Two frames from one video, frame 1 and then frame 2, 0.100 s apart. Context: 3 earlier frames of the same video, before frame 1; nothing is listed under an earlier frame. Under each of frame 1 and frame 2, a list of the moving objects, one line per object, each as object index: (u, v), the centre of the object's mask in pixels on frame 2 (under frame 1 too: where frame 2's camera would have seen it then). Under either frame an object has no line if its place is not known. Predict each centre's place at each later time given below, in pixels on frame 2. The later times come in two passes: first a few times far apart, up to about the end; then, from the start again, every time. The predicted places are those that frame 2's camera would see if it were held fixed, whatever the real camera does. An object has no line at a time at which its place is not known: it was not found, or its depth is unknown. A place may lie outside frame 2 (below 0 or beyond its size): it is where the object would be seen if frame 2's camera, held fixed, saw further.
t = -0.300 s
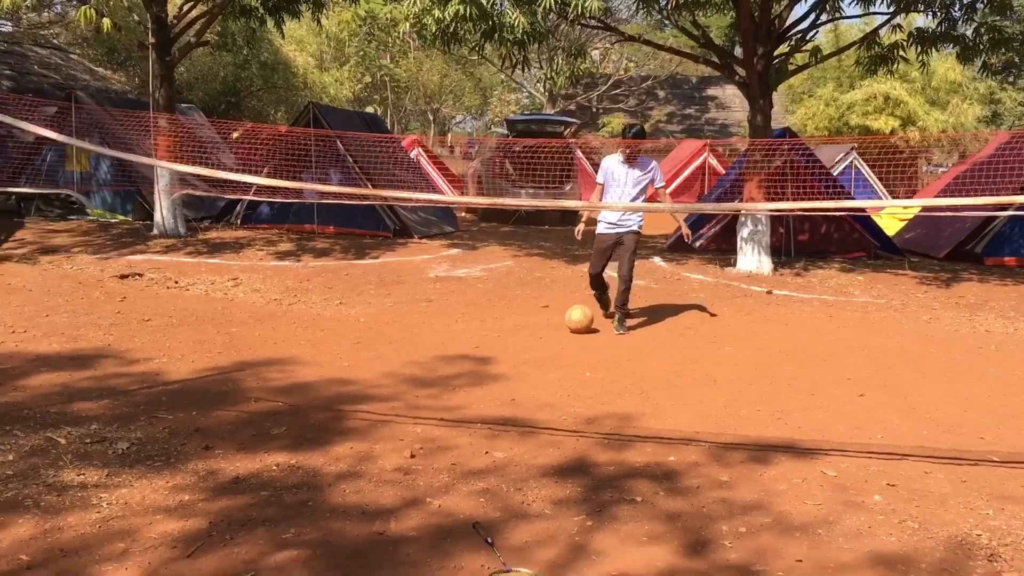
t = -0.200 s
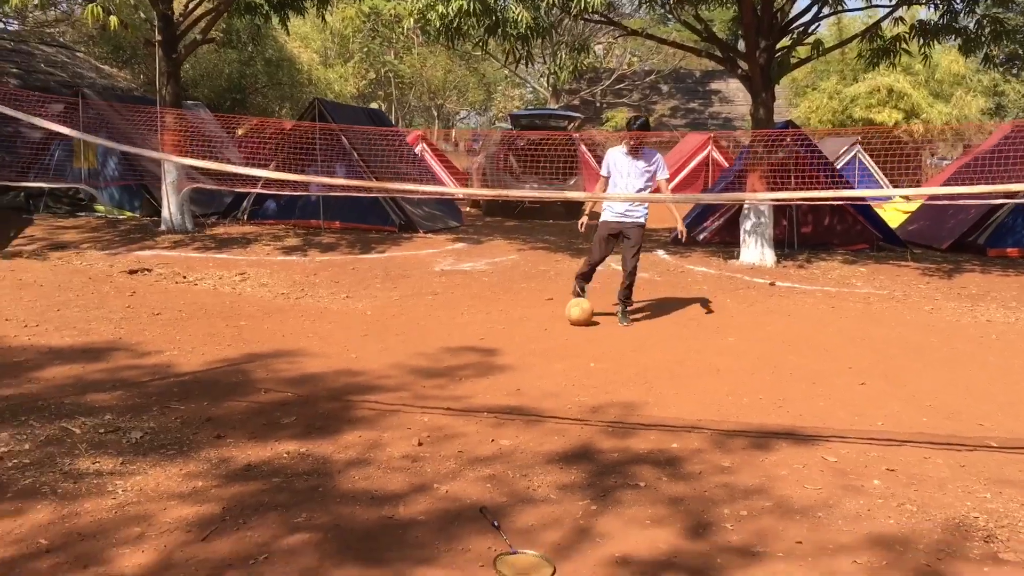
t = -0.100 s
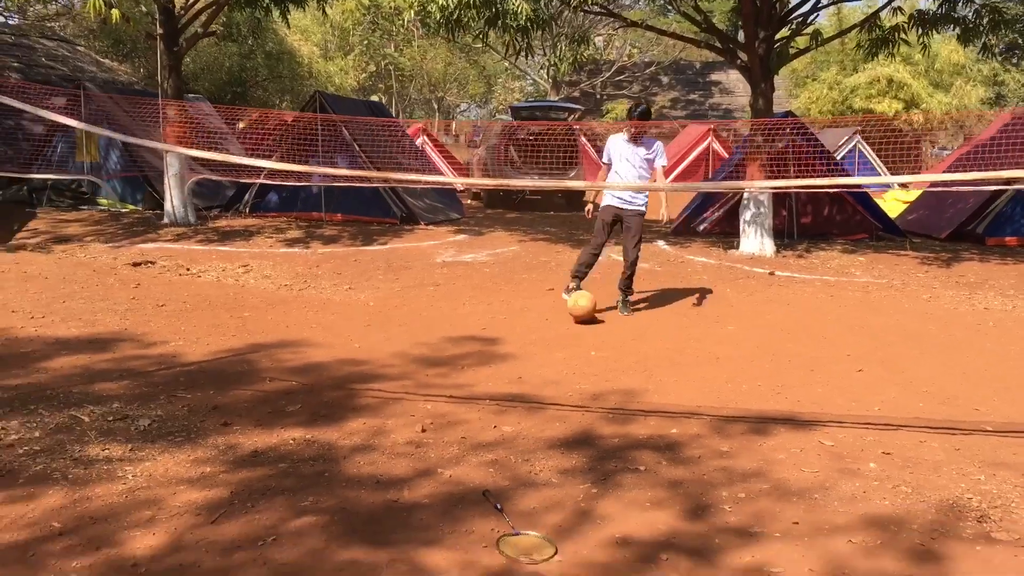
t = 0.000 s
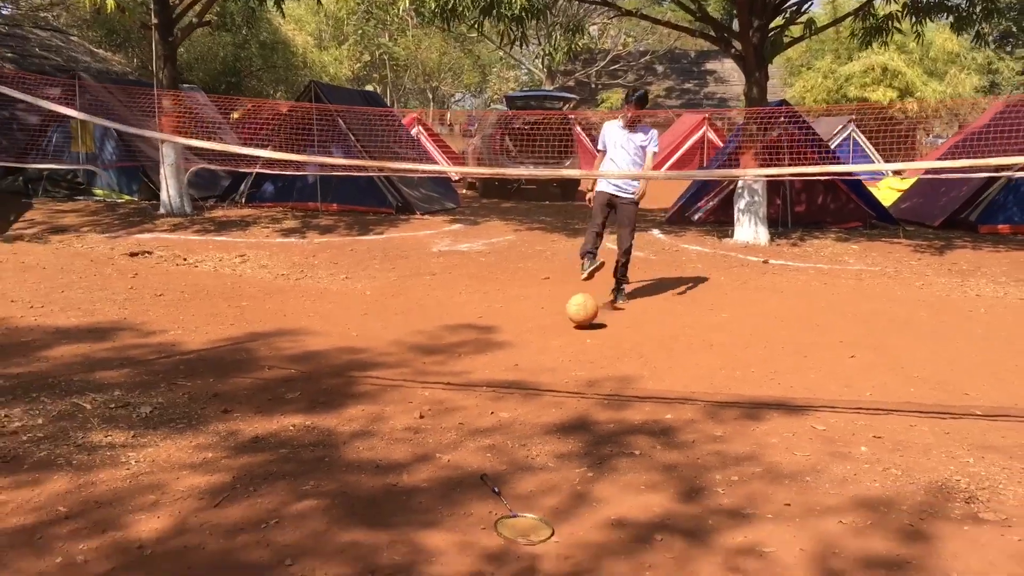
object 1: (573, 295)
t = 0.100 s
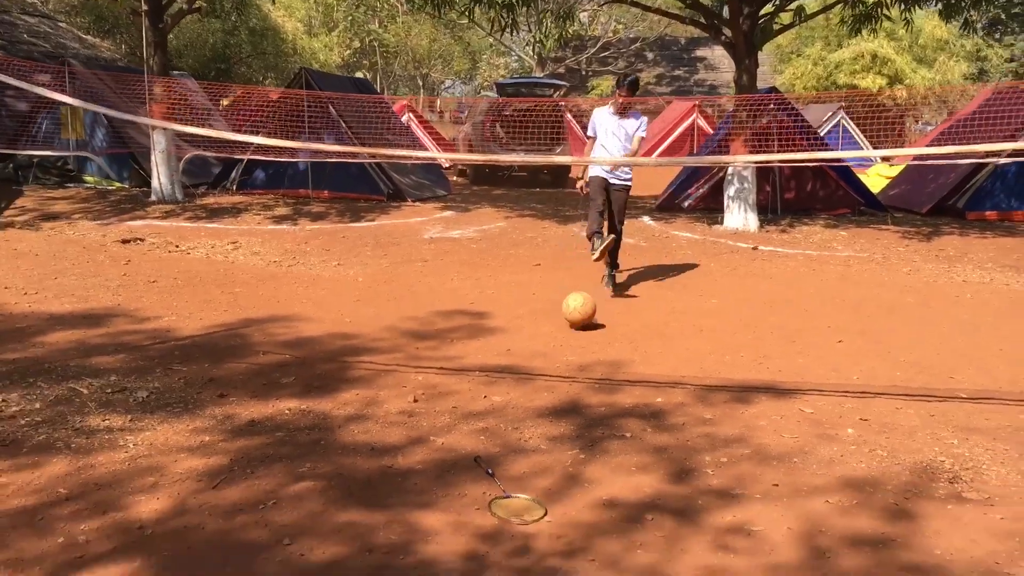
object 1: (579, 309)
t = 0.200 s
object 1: (584, 321)
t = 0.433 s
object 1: (591, 366)
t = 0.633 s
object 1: (600, 393)
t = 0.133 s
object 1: (580, 311)
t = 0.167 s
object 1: (582, 315)
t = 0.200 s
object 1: (584, 321)
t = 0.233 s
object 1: (585, 329)
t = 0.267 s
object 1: (587, 339)
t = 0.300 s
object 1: (588, 343)
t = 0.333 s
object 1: (588, 347)
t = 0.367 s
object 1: (589, 353)
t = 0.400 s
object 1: (590, 361)
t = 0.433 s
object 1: (591, 366)
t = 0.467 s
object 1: (592, 370)
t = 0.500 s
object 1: (595, 377)
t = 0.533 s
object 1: (596, 380)
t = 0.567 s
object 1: (597, 385)
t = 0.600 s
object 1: (599, 391)
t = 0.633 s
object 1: (600, 393)
